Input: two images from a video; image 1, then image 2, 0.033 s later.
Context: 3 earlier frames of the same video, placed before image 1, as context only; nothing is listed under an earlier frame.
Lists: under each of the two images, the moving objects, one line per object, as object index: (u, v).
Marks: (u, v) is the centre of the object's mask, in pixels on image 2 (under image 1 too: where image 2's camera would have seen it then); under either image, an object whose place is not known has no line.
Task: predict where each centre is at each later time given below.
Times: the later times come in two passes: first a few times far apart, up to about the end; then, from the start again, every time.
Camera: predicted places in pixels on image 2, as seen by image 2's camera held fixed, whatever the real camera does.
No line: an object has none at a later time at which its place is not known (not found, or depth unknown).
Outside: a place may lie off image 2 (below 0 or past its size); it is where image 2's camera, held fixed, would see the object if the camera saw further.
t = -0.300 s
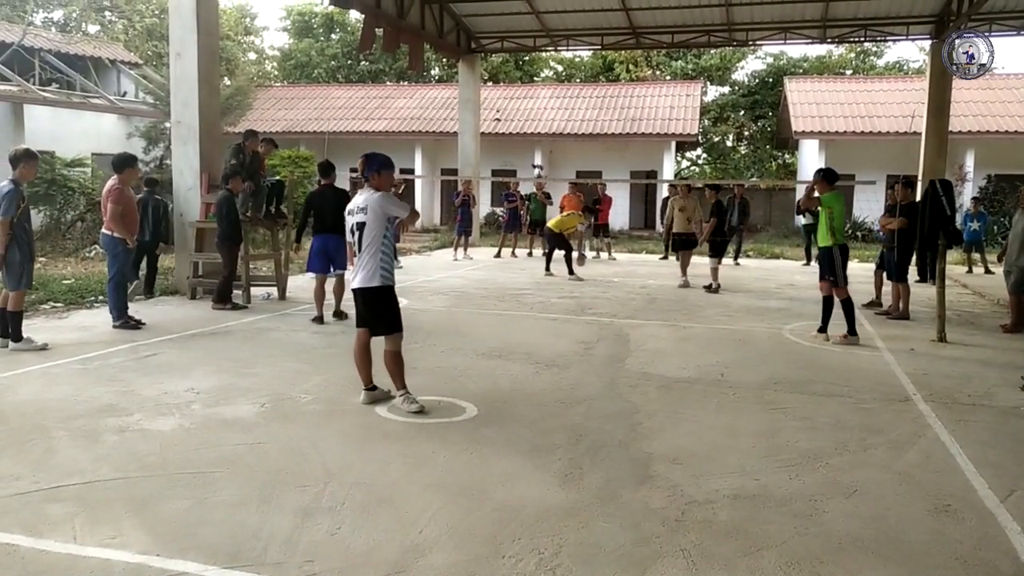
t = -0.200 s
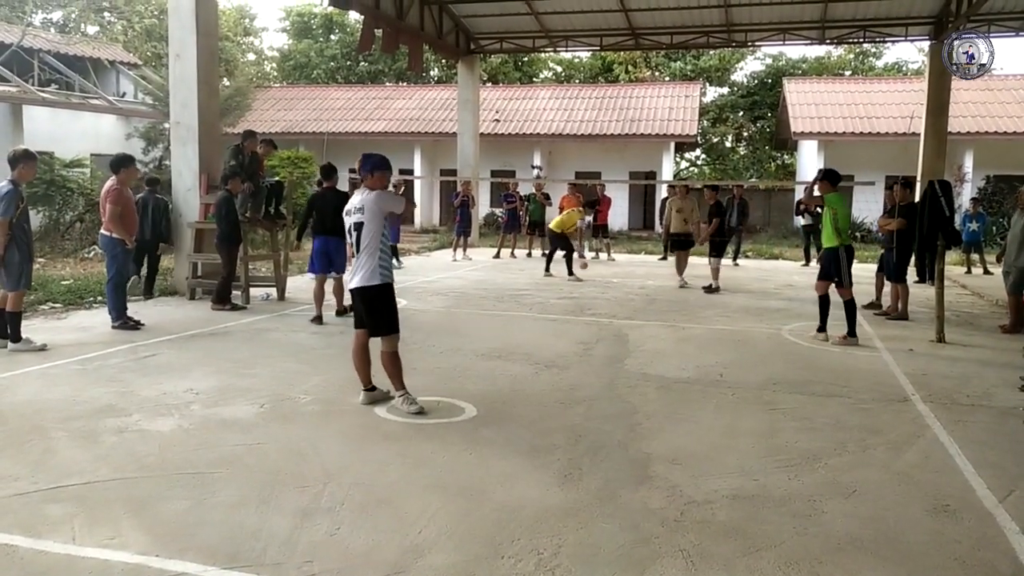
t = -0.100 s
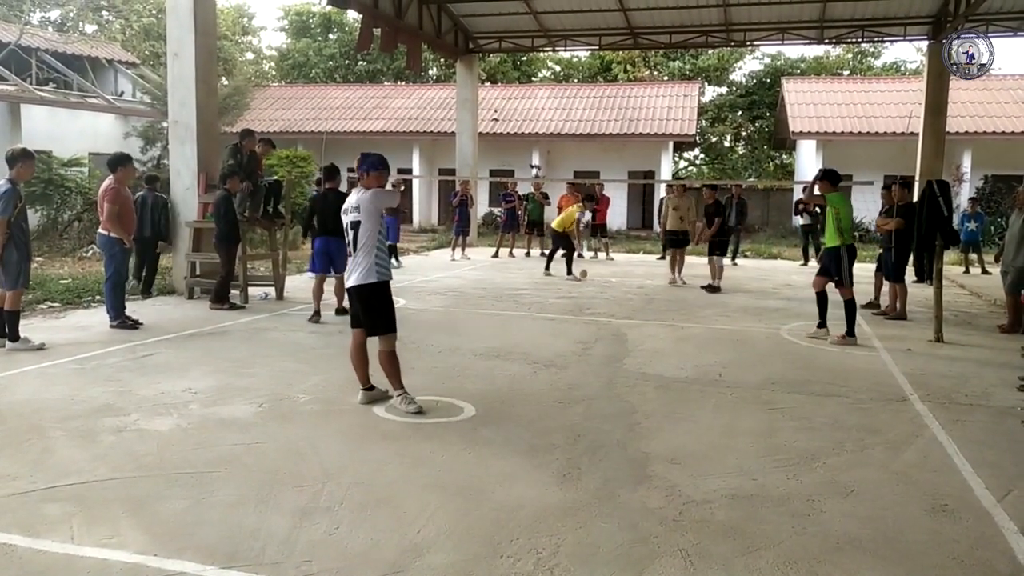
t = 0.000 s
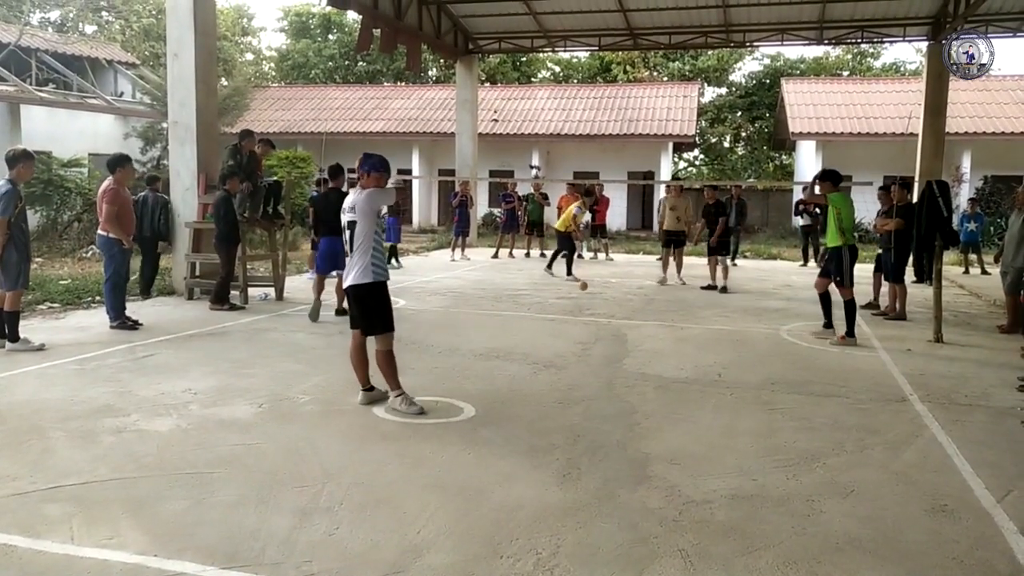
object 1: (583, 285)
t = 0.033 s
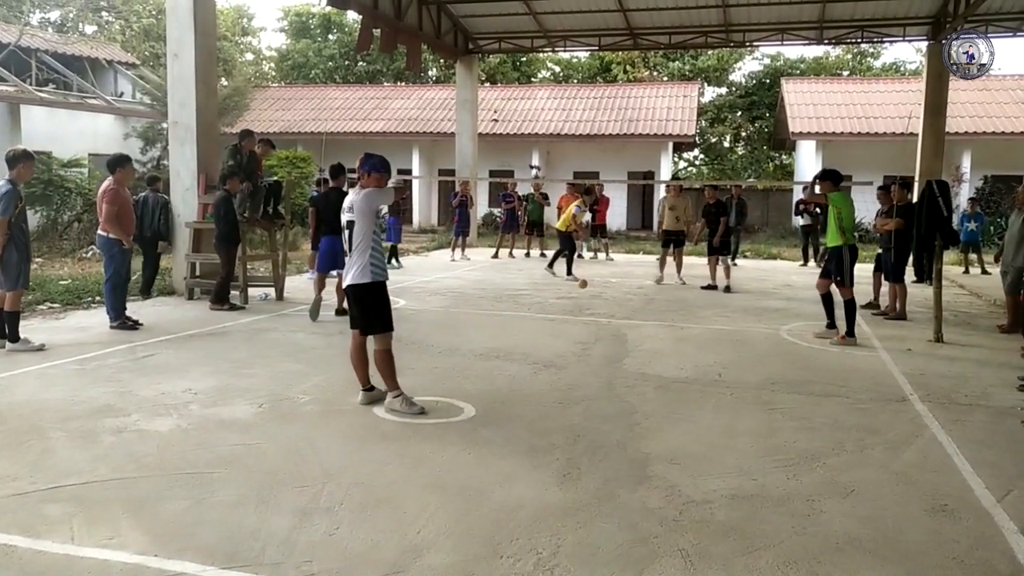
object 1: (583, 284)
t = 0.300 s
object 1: (578, 296)
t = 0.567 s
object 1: (568, 308)
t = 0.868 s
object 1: (551, 325)
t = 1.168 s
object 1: (532, 345)
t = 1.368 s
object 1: (517, 359)
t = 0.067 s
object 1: (582, 282)
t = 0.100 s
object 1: (582, 282)
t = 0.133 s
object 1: (581, 282)
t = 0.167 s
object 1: (581, 283)
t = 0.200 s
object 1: (580, 285)
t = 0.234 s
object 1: (580, 288)
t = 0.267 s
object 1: (579, 292)
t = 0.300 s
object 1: (578, 296)
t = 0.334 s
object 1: (577, 302)
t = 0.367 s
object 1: (576, 300)
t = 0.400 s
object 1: (575, 299)
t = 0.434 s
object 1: (573, 299)
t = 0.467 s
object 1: (572, 300)
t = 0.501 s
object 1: (570, 301)
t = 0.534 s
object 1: (569, 304)
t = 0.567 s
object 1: (568, 308)
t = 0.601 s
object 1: (566, 312)
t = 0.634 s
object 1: (564, 314)
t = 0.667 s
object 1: (563, 314)
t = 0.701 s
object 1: (561, 314)
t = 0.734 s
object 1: (559, 316)
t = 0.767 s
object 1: (557, 319)
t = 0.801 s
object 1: (555, 323)
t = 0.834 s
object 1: (553, 325)
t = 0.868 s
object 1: (551, 325)
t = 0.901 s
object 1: (550, 327)
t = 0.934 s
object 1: (548, 331)
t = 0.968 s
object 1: (546, 331)
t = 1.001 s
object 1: (544, 332)
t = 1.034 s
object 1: (542, 335)
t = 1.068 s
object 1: (540, 339)
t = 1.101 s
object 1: (538, 339)
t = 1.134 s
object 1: (535, 342)
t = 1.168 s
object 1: (532, 345)
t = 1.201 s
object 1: (530, 347)
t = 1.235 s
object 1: (528, 349)
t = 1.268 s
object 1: (525, 352)
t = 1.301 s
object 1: (523, 355)
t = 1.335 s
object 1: (520, 356)
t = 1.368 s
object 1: (517, 359)
